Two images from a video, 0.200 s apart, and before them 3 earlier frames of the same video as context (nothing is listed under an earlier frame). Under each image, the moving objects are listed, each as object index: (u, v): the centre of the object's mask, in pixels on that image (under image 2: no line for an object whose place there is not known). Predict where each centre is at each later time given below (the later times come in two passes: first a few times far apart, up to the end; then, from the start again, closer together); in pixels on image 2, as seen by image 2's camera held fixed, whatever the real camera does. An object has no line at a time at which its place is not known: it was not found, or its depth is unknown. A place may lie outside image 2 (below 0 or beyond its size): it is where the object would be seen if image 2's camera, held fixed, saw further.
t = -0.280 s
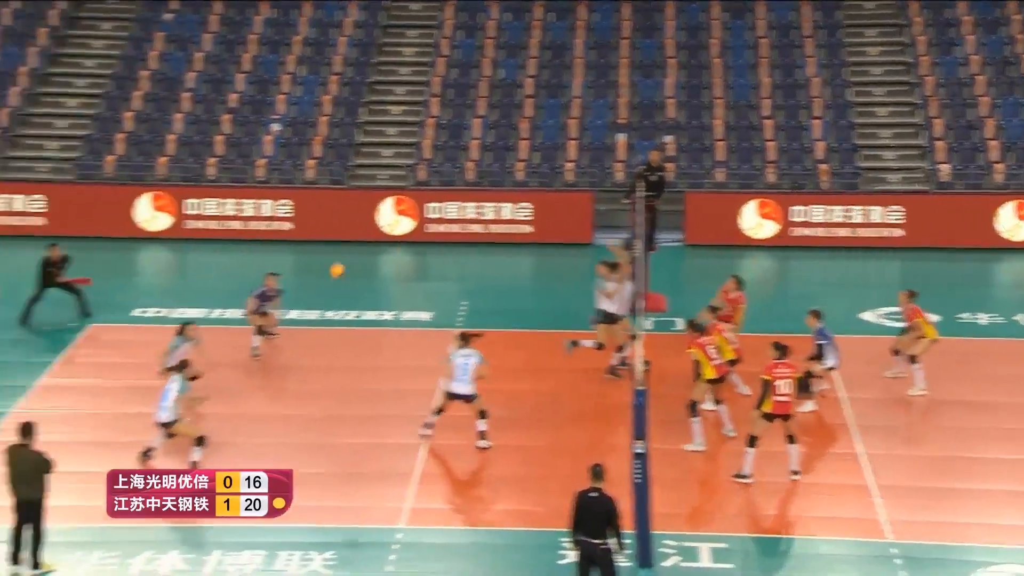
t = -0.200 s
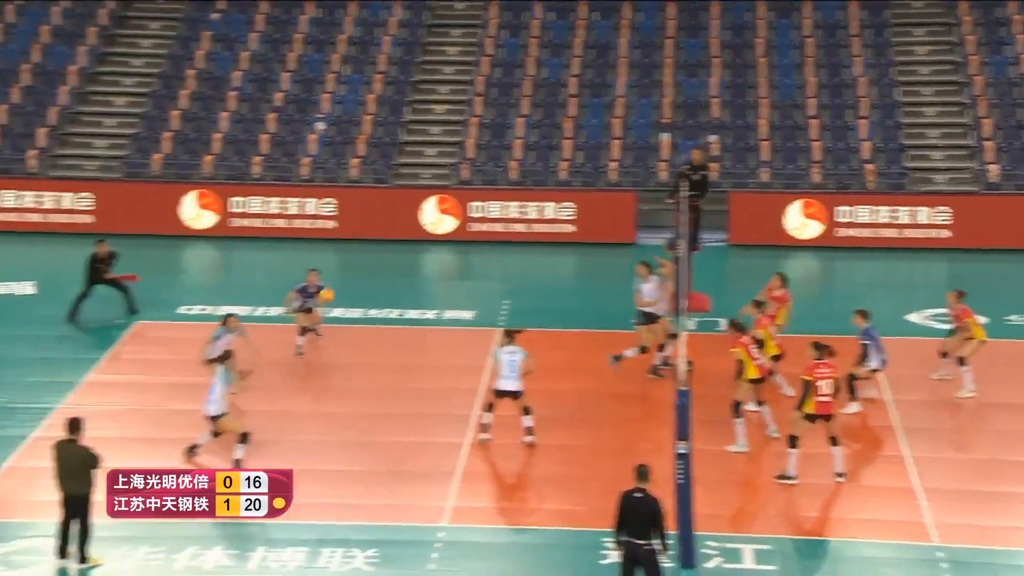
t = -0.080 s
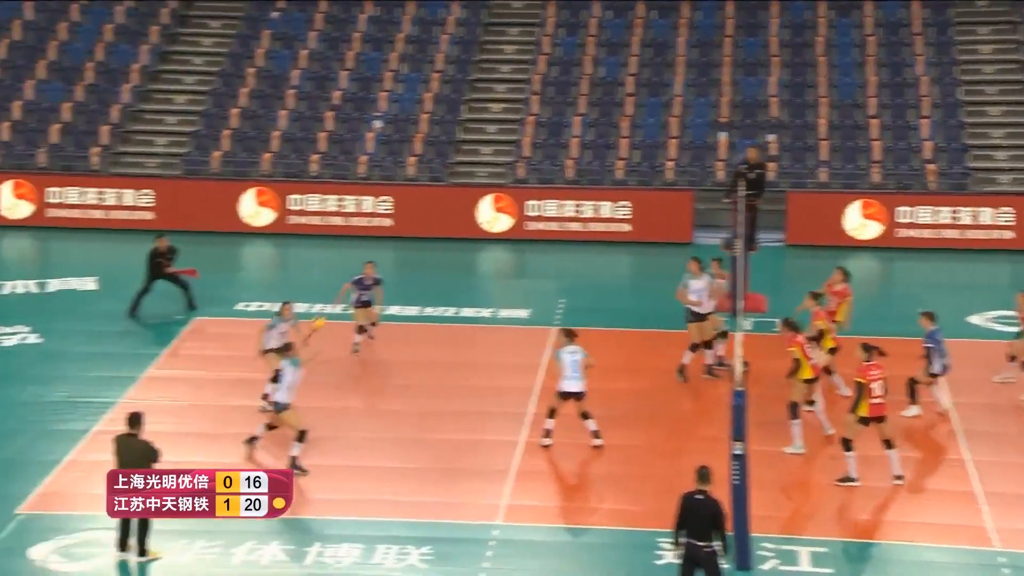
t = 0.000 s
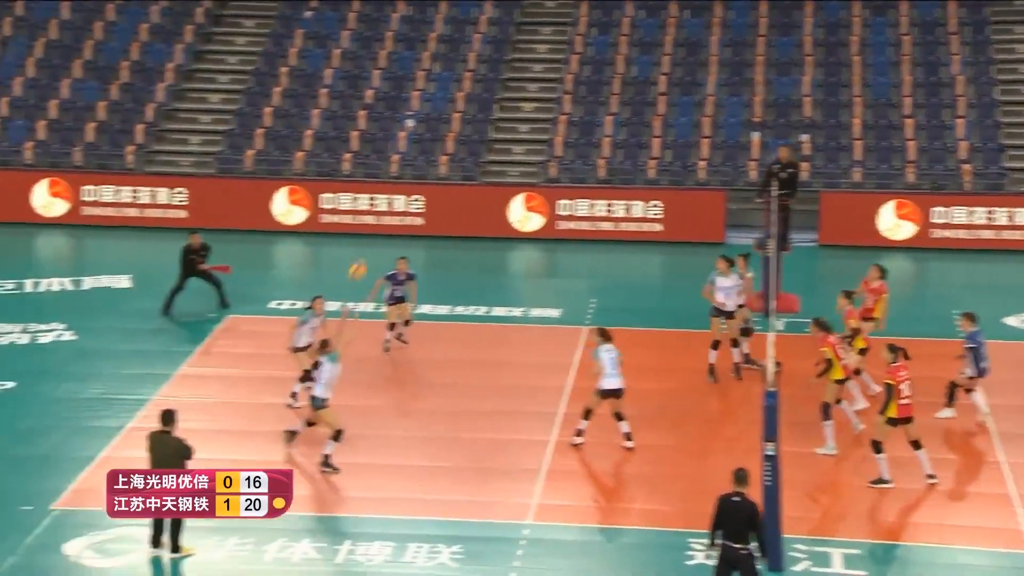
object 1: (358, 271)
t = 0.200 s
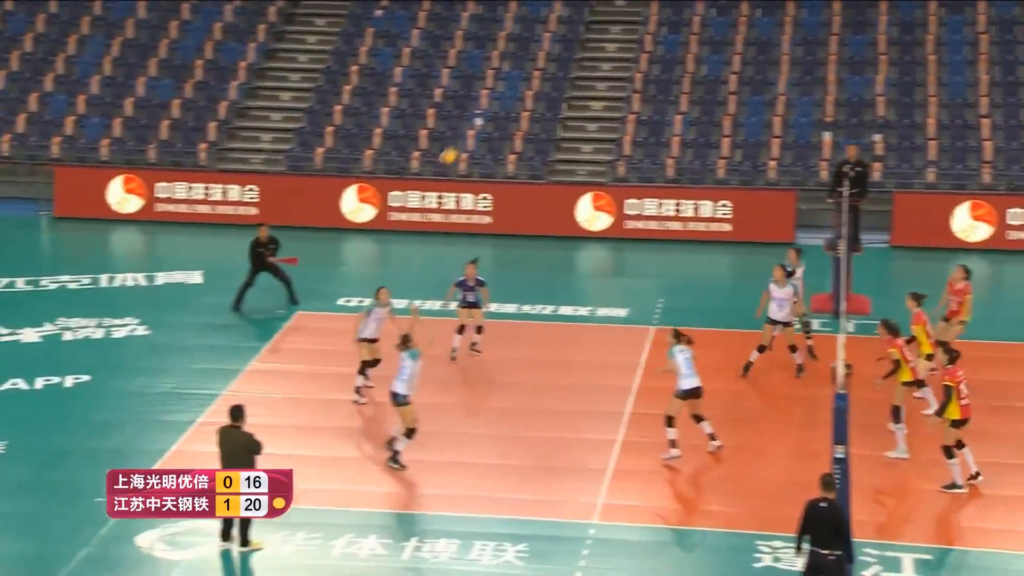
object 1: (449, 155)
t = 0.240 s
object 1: (456, 137)
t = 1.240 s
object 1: (562, 54)
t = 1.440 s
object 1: (576, 121)
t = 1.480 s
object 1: (579, 138)
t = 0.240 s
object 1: (456, 137)
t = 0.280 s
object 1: (461, 120)
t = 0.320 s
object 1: (467, 103)
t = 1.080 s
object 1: (549, 19)
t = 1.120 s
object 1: (552, 25)
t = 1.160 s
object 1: (556, 34)
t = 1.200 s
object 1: (559, 43)
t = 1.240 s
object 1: (562, 54)
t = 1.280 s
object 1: (565, 65)
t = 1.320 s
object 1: (568, 78)
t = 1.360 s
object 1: (570, 92)
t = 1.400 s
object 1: (573, 105)
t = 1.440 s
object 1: (576, 121)
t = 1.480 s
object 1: (579, 138)
